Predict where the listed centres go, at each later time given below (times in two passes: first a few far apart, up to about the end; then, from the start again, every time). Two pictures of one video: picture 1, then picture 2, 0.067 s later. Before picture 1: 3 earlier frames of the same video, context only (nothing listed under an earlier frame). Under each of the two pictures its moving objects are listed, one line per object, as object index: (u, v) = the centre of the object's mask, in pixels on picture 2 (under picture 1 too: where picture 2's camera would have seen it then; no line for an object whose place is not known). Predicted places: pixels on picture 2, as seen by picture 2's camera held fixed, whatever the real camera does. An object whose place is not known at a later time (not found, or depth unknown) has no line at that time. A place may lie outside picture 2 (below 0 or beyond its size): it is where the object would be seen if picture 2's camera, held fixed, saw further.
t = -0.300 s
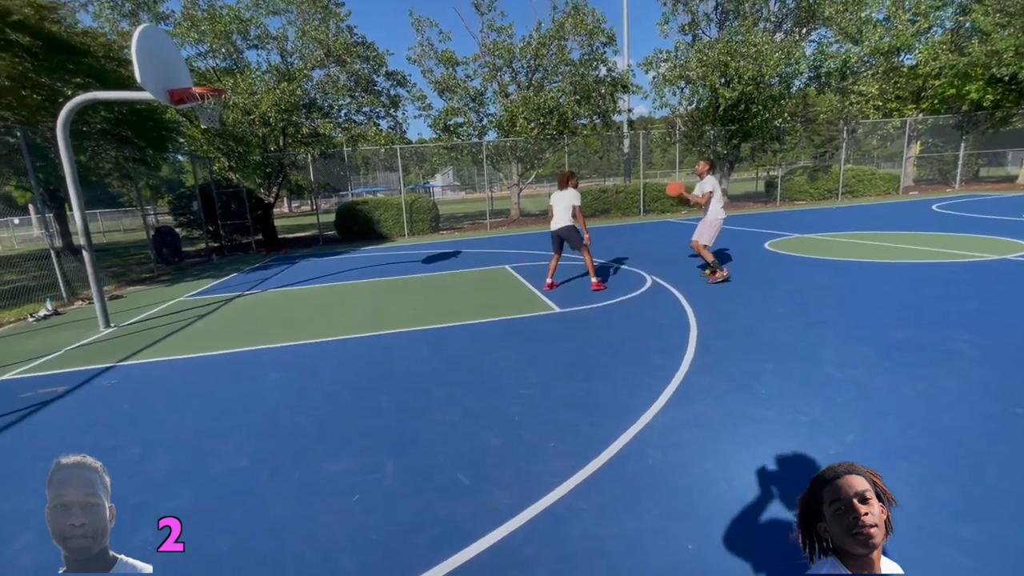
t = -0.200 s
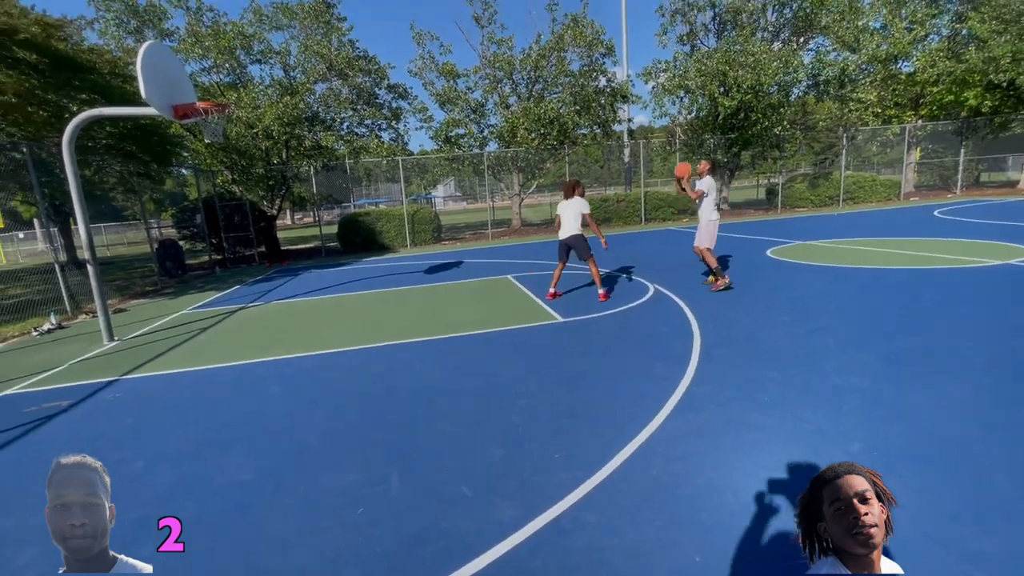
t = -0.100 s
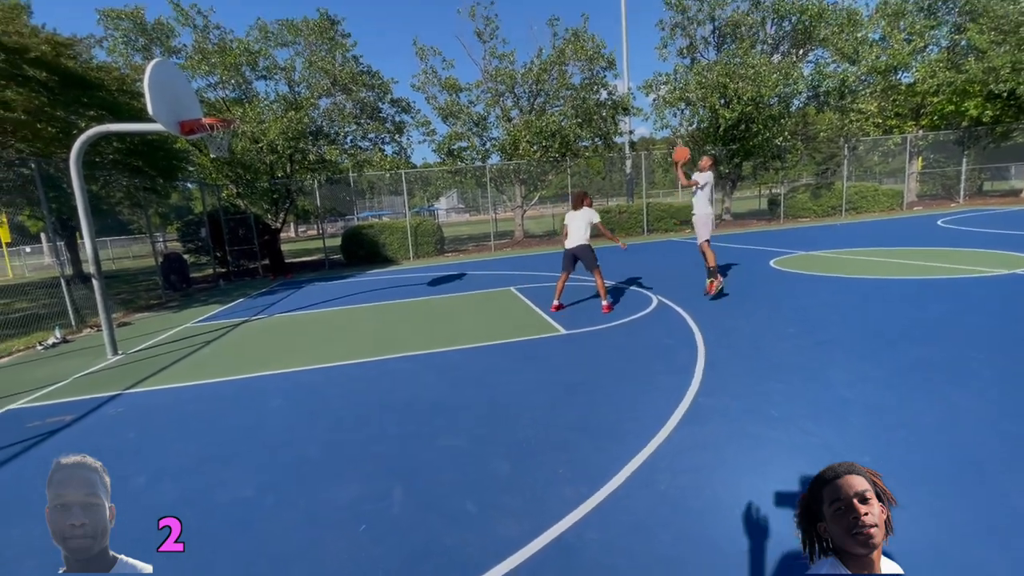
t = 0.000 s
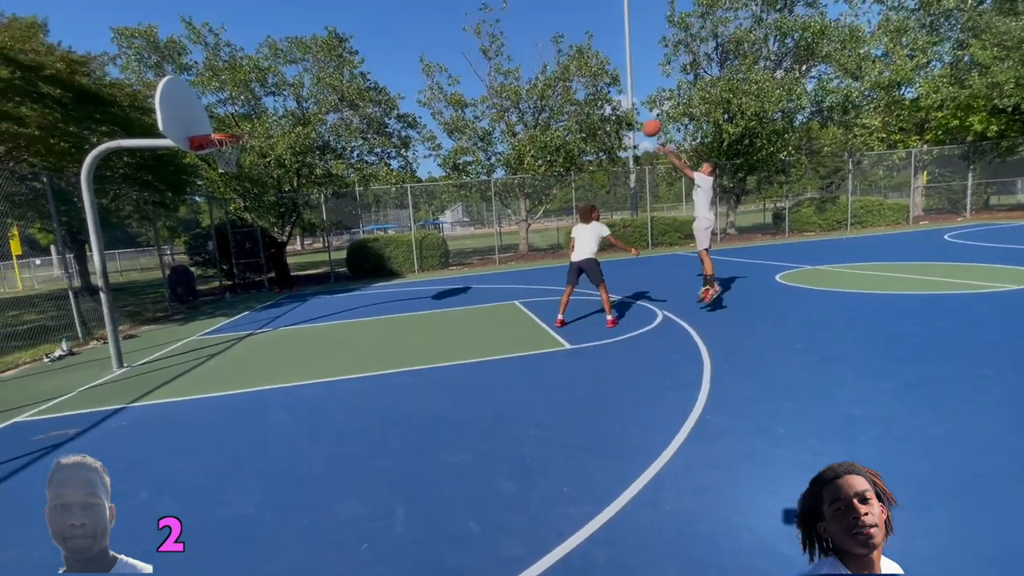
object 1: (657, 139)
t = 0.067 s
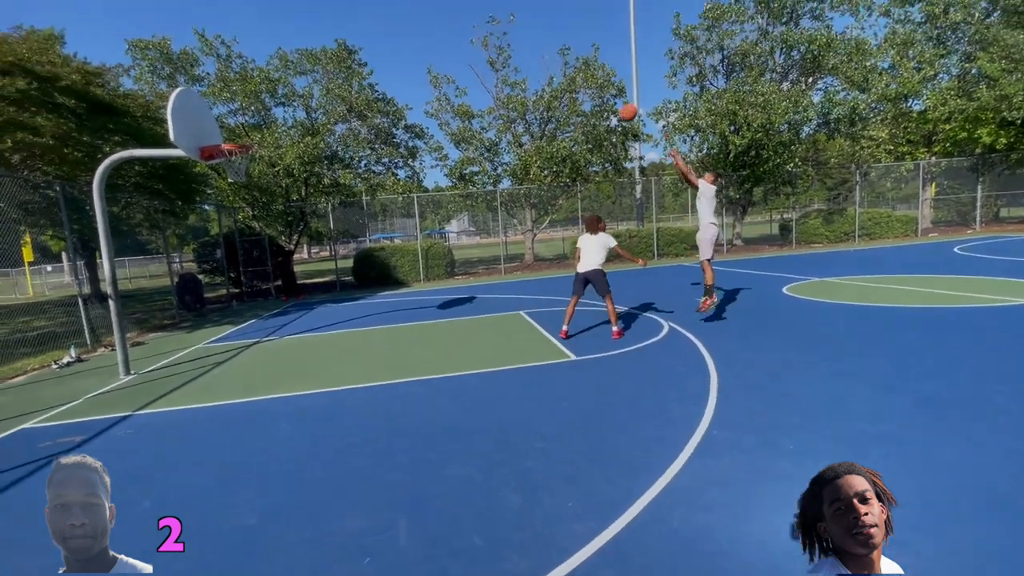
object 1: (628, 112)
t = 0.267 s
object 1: (539, 56)
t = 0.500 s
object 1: (436, 31)
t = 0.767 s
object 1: (324, 51)
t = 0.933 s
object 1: (260, 89)
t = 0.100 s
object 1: (613, 101)
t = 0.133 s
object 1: (598, 90)
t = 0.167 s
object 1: (584, 80)
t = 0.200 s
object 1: (568, 71)
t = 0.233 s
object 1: (554, 63)
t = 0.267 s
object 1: (539, 56)
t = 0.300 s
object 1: (524, 50)
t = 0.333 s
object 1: (509, 45)
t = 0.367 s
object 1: (495, 40)
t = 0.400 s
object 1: (480, 37)
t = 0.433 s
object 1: (466, 34)
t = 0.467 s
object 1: (451, 32)
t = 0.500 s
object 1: (436, 31)
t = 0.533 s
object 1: (422, 31)
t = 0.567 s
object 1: (407, 31)
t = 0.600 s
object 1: (393, 33)
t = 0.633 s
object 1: (380, 35)
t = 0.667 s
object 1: (365, 38)
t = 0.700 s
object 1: (352, 41)
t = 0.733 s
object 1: (338, 46)
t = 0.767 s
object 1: (324, 51)
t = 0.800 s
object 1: (311, 57)
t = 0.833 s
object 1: (298, 64)
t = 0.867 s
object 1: (285, 72)
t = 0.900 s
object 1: (272, 81)
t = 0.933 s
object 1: (260, 89)
